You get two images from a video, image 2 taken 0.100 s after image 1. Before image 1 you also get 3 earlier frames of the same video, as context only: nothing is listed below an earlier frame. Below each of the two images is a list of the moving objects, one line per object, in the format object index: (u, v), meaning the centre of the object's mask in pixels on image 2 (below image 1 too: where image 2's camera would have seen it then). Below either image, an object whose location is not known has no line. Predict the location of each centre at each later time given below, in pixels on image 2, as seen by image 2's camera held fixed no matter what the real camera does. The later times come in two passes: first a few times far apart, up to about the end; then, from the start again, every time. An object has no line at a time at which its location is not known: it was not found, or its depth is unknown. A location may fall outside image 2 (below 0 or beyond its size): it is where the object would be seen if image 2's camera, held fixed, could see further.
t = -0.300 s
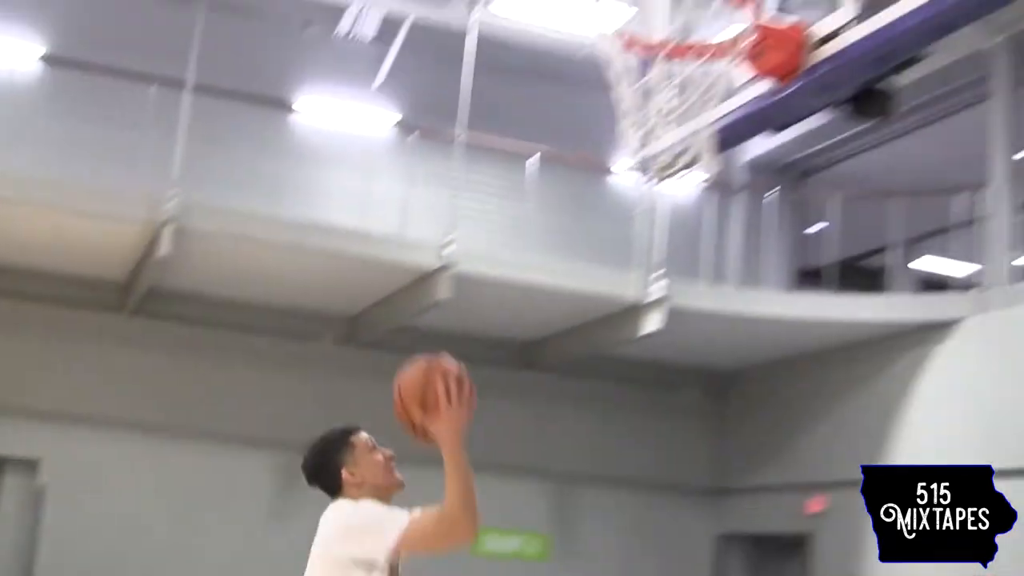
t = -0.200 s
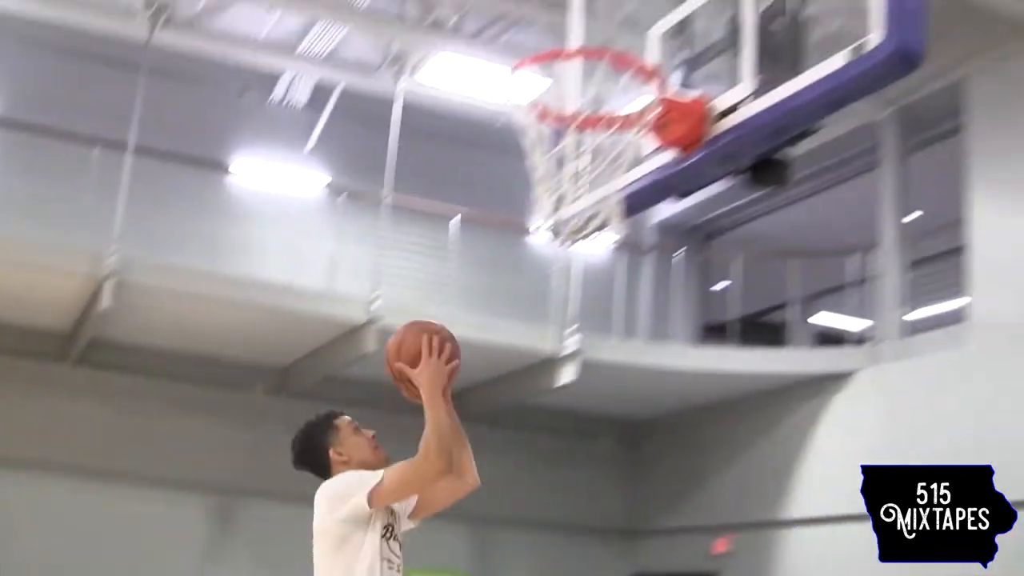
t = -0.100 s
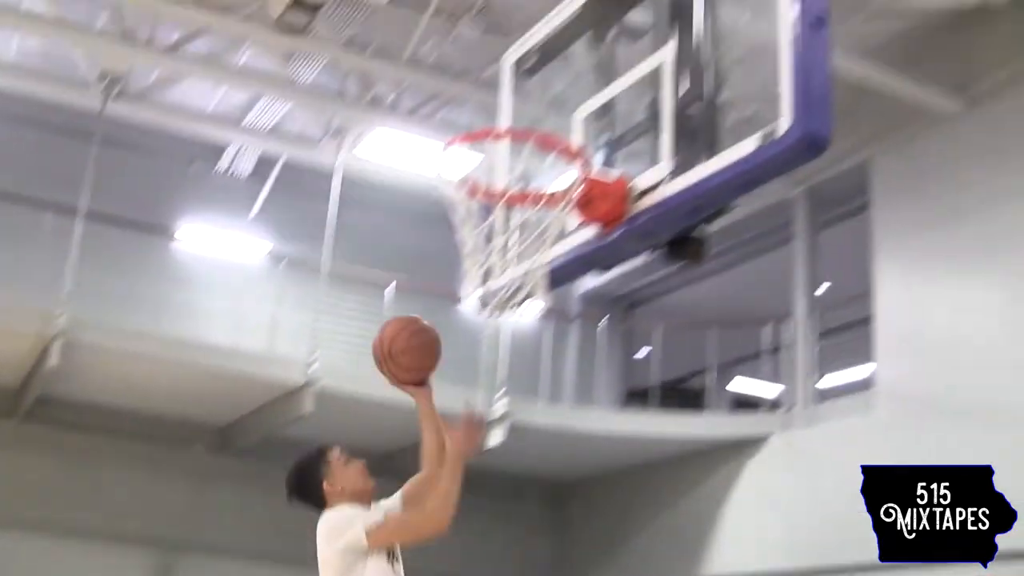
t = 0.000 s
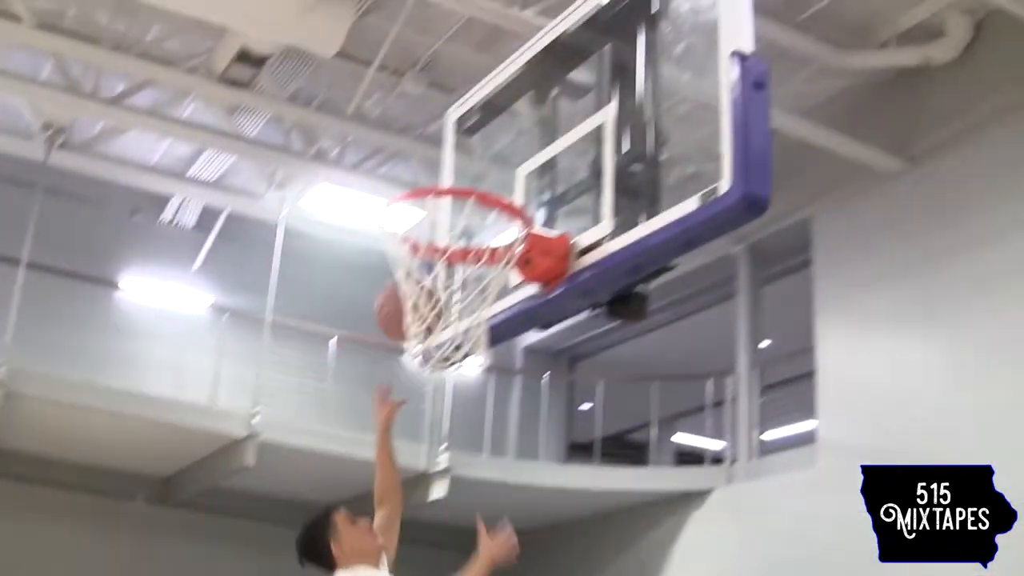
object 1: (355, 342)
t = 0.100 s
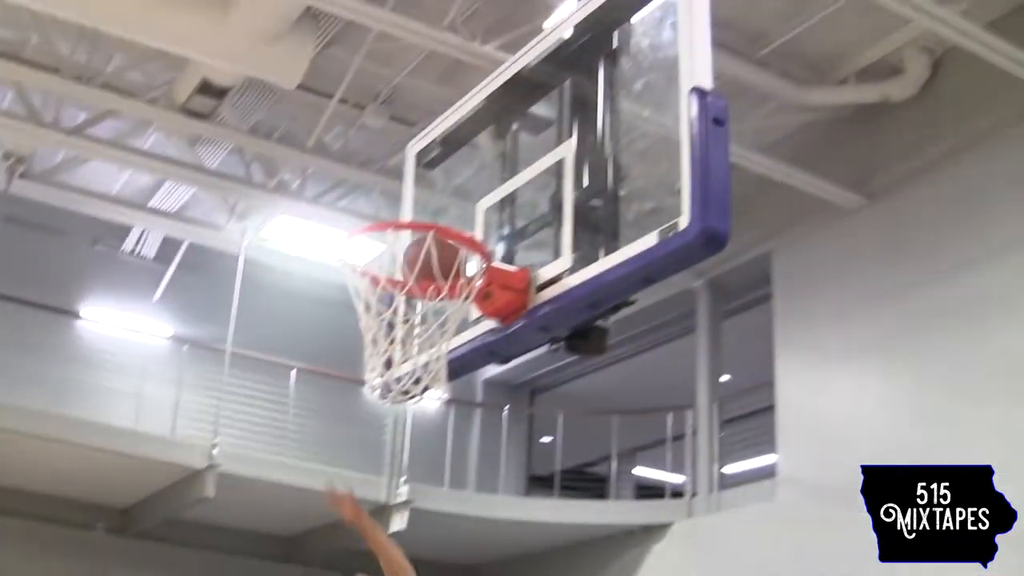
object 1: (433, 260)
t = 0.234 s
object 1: (432, 206)
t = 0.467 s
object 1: (390, 214)
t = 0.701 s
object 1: (425, 210)
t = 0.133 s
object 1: (446, 252)
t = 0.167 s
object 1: (443, 229)
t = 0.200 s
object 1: (436, 221)
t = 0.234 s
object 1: (432, 206)
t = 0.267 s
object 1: (425, 202)
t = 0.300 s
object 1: (418, 199)
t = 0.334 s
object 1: (411, 197)
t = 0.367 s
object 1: (405, 196)
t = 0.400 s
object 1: (398, 197)
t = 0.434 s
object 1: (390, 207)
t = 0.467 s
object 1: (390, 214)
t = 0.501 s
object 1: (396, 220)
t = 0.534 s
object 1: (401, 231)
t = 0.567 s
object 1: (407, 244)
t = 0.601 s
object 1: (412, 252)
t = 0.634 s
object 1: (417, 238)
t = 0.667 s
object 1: (422, 223)
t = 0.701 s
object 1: (425, 210)
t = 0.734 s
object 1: (430, 197)
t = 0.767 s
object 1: (433, 195)
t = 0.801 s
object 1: (436, 195)
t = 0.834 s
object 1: (438, 194)
